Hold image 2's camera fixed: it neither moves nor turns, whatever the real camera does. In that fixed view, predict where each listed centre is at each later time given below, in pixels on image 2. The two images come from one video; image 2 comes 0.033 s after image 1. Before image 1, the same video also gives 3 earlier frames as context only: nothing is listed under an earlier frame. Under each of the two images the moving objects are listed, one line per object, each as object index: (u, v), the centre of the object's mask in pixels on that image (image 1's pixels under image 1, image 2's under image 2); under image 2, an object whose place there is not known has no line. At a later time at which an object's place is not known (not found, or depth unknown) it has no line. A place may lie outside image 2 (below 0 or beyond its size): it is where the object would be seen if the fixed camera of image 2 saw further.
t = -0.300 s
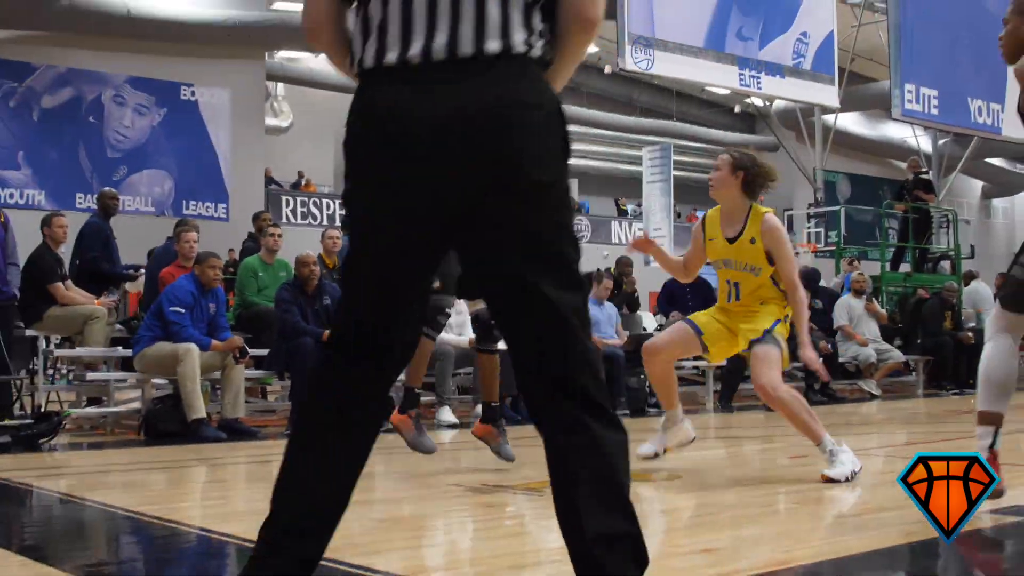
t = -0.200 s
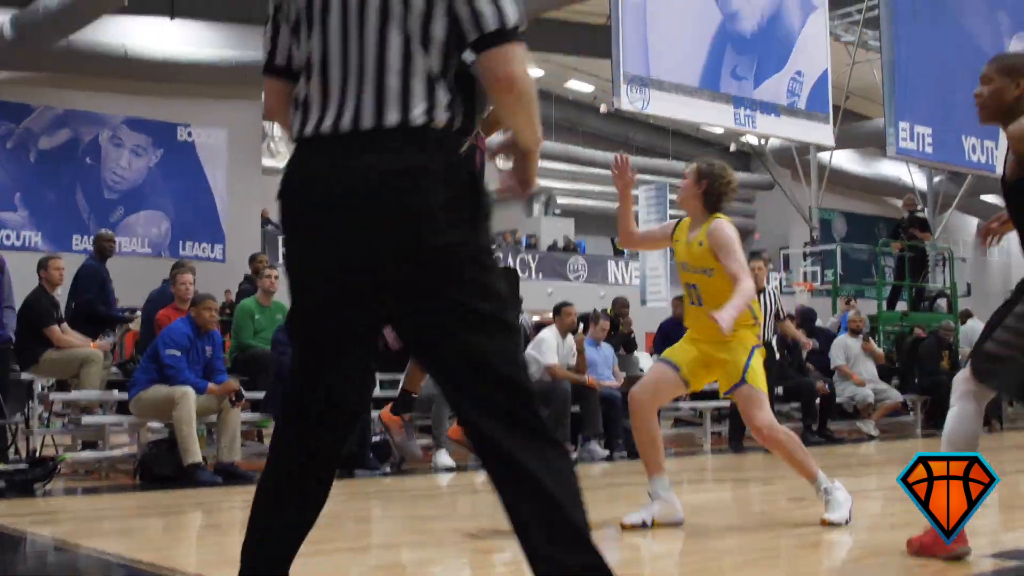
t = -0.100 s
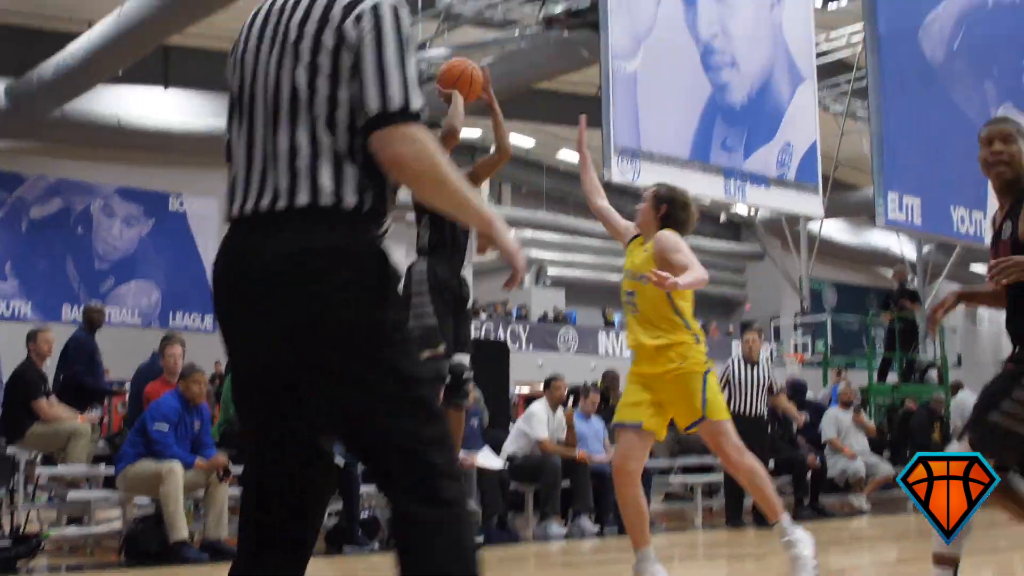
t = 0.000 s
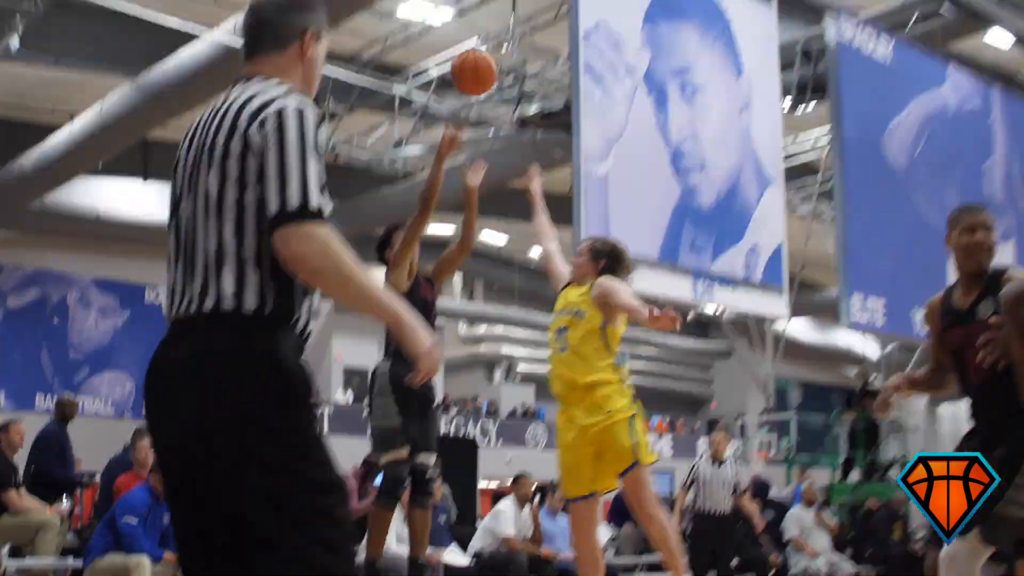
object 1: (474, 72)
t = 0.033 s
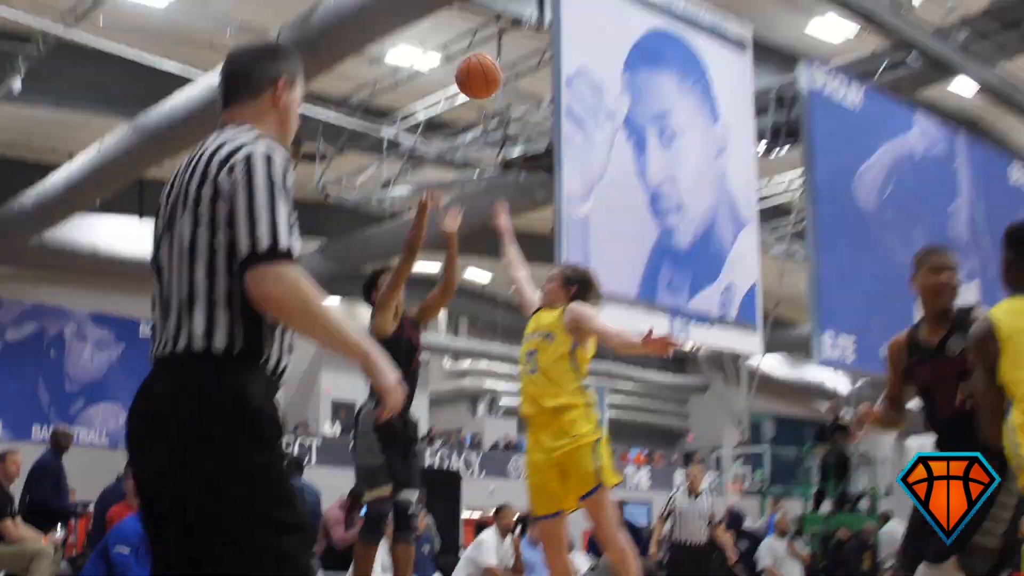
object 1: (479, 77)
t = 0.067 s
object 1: (497, 38)
